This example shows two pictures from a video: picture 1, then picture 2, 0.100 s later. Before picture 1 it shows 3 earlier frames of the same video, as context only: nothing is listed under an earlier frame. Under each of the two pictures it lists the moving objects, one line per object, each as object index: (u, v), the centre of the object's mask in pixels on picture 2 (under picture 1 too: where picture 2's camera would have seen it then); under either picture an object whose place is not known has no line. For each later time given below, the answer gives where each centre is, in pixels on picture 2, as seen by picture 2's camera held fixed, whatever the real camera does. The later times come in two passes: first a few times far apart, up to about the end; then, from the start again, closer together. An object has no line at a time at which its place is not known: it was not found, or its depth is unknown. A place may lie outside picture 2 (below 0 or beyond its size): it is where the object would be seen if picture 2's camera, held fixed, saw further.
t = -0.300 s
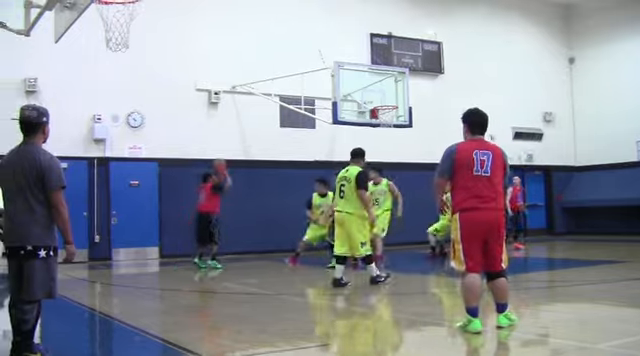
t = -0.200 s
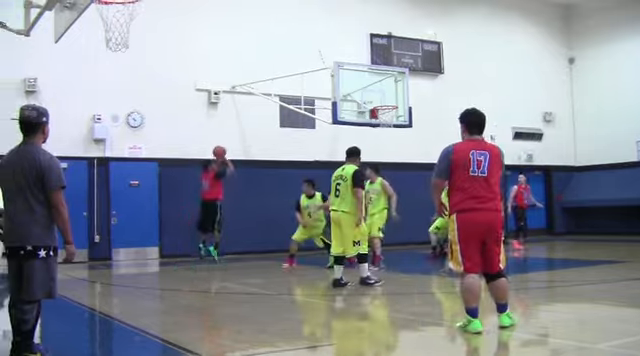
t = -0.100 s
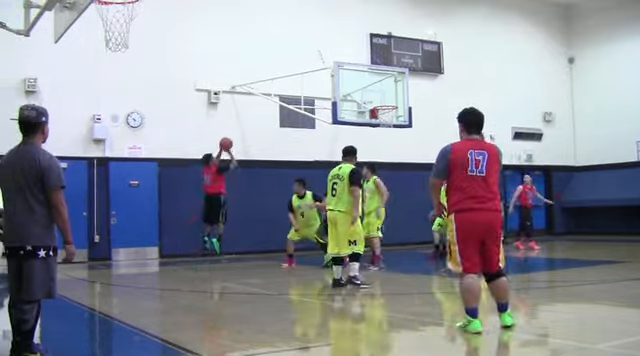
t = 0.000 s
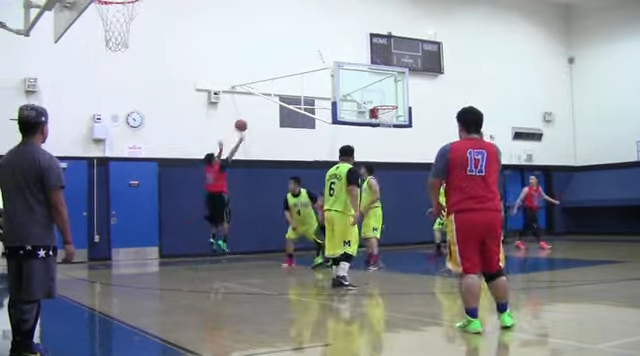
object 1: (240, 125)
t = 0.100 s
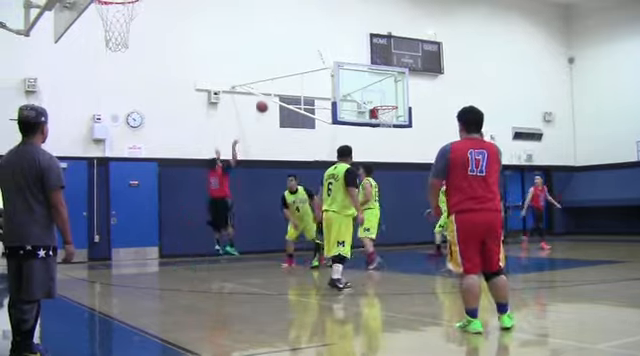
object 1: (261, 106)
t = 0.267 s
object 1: (295, 87)
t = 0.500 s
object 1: (338, 85)
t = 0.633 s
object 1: (363, 96)
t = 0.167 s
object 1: (275, 97)
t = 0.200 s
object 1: (281, 93)
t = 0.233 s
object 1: (288, 90)
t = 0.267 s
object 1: (295, 87)
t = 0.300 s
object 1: (301, 85)
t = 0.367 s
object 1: (314, 83)
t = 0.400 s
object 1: (320, 83)
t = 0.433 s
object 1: (326, 83)
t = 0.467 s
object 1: (333, 84)
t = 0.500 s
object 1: (338, 85)
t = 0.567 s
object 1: (351, 89)
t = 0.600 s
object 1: (357, 92)
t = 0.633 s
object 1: (363, 96)
